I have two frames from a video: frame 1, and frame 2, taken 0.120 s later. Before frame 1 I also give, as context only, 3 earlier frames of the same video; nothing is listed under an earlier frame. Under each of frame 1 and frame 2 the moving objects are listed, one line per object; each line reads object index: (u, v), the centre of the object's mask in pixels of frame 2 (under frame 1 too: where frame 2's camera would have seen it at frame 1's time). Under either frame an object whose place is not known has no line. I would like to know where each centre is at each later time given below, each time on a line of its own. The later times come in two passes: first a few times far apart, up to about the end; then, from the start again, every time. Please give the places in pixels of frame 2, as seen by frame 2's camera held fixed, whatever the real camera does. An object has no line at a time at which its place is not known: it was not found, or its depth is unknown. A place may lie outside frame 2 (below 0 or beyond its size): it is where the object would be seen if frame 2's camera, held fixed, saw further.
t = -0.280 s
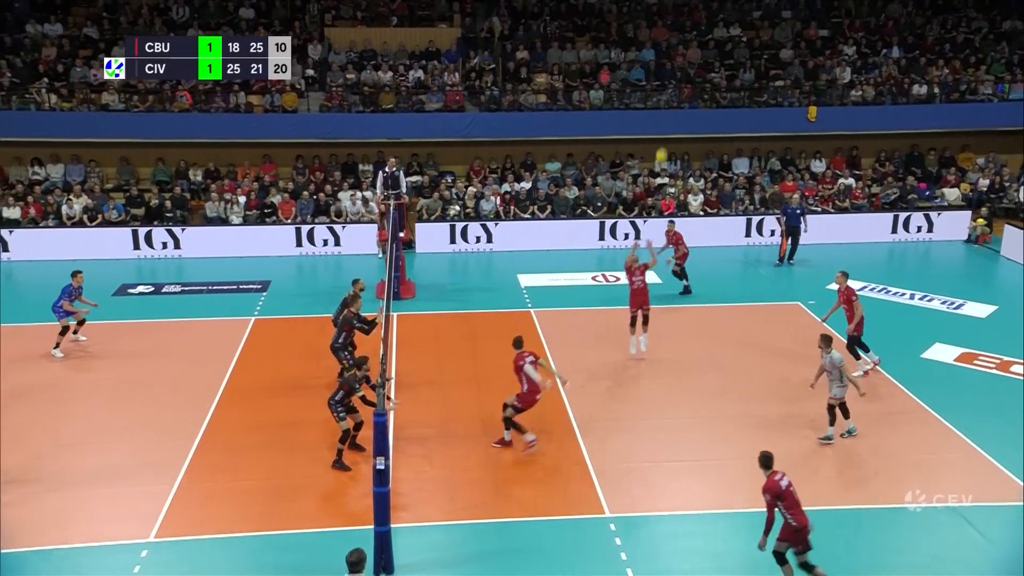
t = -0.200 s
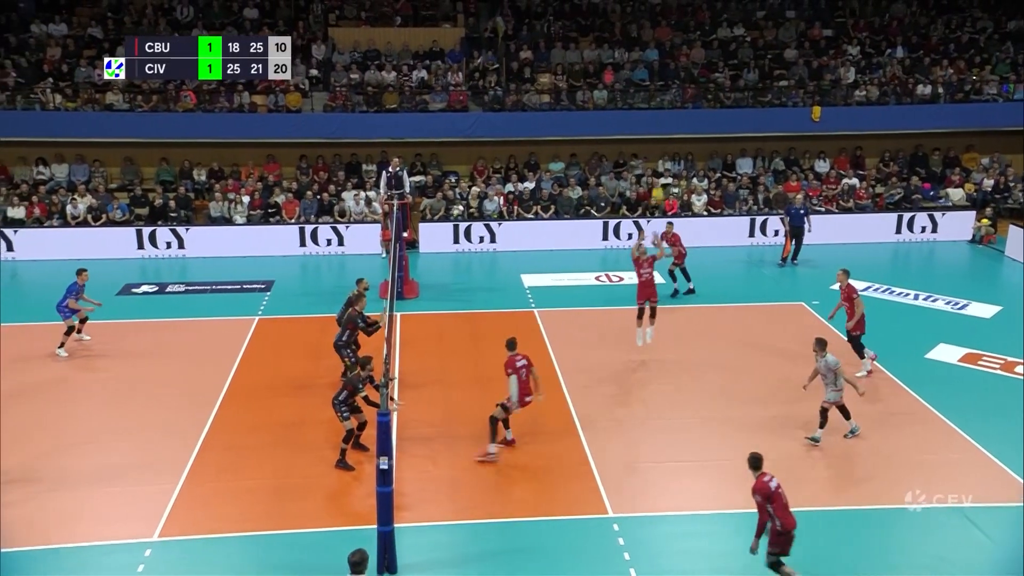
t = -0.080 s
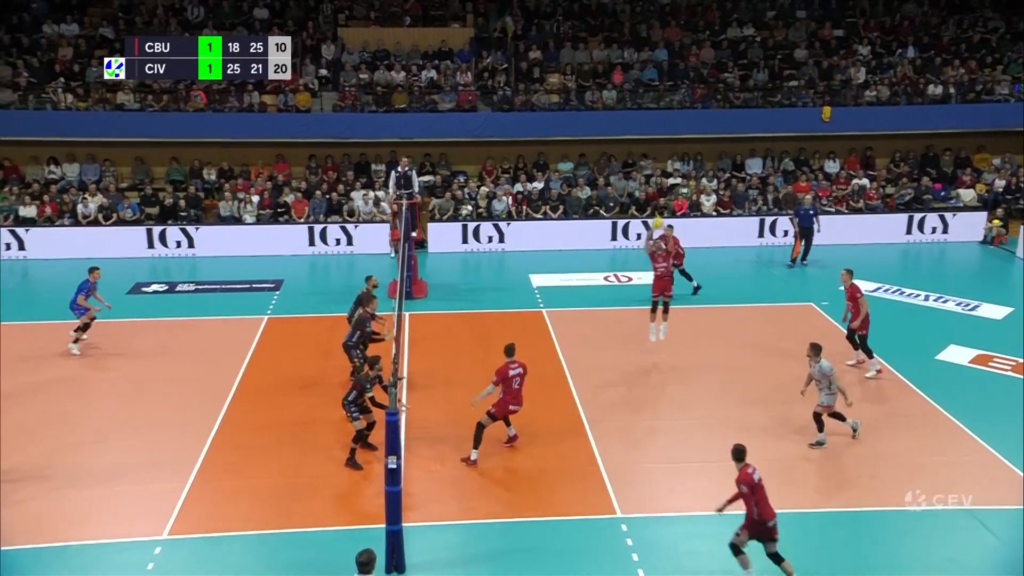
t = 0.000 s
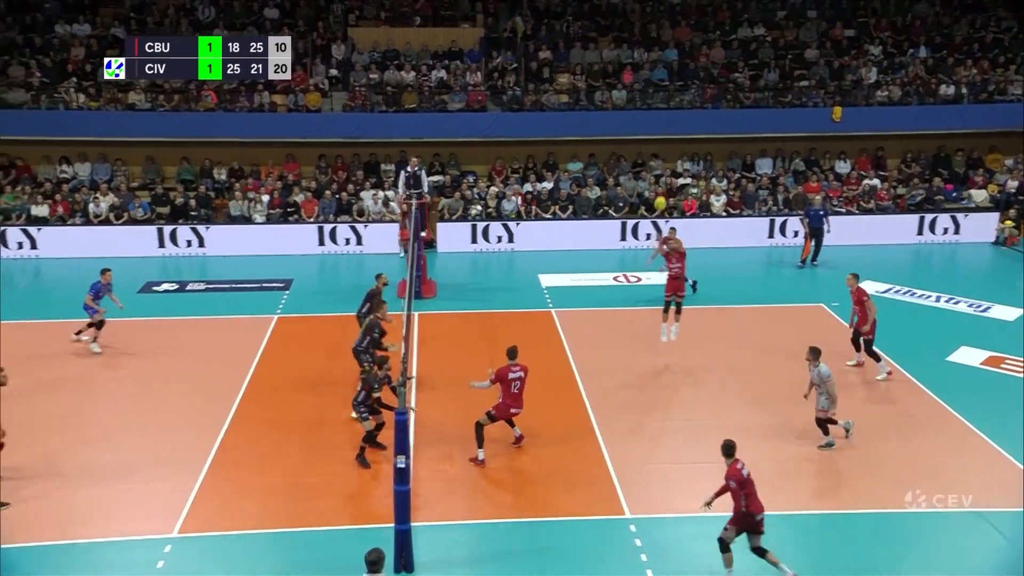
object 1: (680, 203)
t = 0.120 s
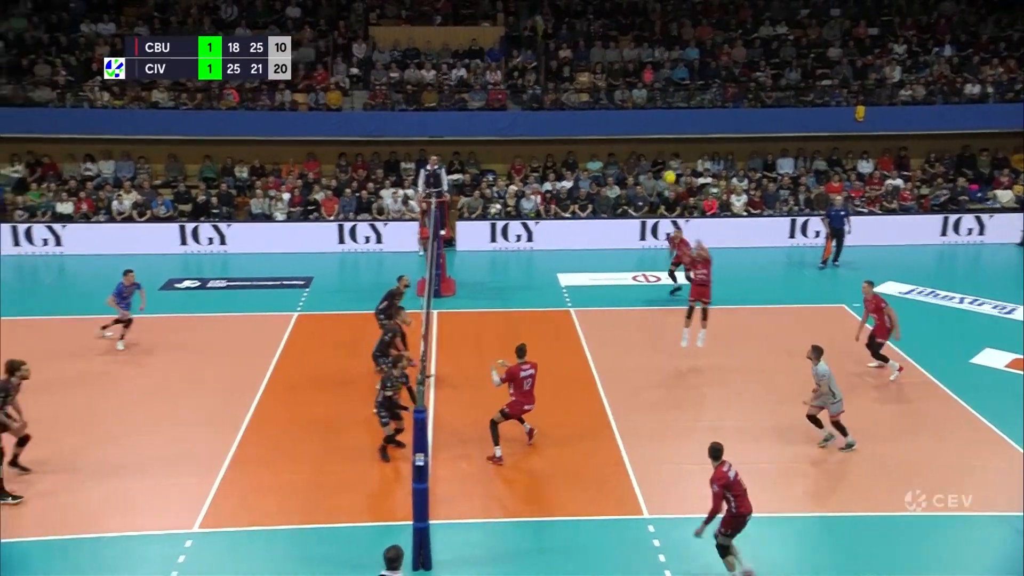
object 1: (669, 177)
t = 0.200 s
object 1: (662, 164)
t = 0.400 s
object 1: (640, 145)
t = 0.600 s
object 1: (615, 151)
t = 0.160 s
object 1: (665, 170)
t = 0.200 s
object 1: (662, 164)
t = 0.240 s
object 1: (658, 158)
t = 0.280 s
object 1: (653, 153)
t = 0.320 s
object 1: (649, 149)
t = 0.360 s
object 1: (645, 147)
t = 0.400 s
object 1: (640, 145)
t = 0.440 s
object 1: (635, 144)
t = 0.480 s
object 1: (631, 145)
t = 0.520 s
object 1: (626, 146)
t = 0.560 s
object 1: (620, 148)
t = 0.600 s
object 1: (615, 151)
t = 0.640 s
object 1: (609, 156)
